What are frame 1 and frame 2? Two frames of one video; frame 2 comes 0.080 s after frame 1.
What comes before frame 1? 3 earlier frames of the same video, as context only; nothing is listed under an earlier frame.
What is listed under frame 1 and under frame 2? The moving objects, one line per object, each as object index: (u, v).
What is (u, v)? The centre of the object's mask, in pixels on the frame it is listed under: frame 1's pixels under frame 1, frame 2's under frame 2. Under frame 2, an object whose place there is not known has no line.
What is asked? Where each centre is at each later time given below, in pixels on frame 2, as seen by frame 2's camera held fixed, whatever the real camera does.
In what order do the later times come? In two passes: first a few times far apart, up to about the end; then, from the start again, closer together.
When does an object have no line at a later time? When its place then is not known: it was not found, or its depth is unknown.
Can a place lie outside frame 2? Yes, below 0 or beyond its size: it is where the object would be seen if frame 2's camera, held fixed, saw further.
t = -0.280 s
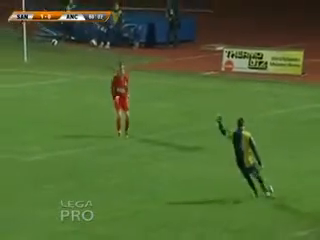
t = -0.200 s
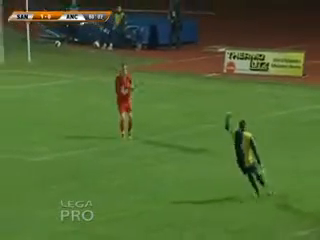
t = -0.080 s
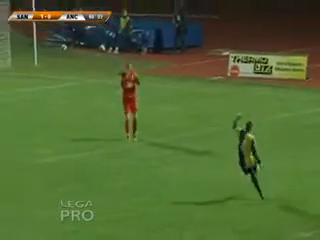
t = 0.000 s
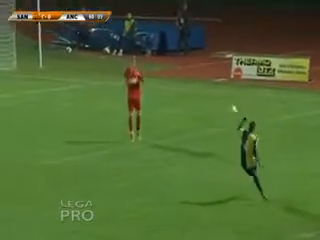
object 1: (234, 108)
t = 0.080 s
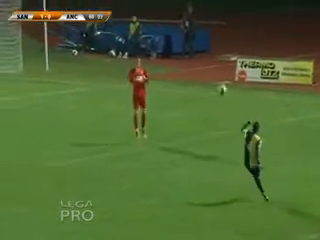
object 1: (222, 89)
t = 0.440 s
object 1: (155, 9)
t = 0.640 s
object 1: (122, -25)
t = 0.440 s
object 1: (155, 9)
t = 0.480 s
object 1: (149, 1)
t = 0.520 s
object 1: (142, -5)
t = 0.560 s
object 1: (135, -12)
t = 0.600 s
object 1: (129, -18)
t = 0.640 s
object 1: (122, -25)
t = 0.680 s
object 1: (116, -29)
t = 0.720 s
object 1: (109, -34)
